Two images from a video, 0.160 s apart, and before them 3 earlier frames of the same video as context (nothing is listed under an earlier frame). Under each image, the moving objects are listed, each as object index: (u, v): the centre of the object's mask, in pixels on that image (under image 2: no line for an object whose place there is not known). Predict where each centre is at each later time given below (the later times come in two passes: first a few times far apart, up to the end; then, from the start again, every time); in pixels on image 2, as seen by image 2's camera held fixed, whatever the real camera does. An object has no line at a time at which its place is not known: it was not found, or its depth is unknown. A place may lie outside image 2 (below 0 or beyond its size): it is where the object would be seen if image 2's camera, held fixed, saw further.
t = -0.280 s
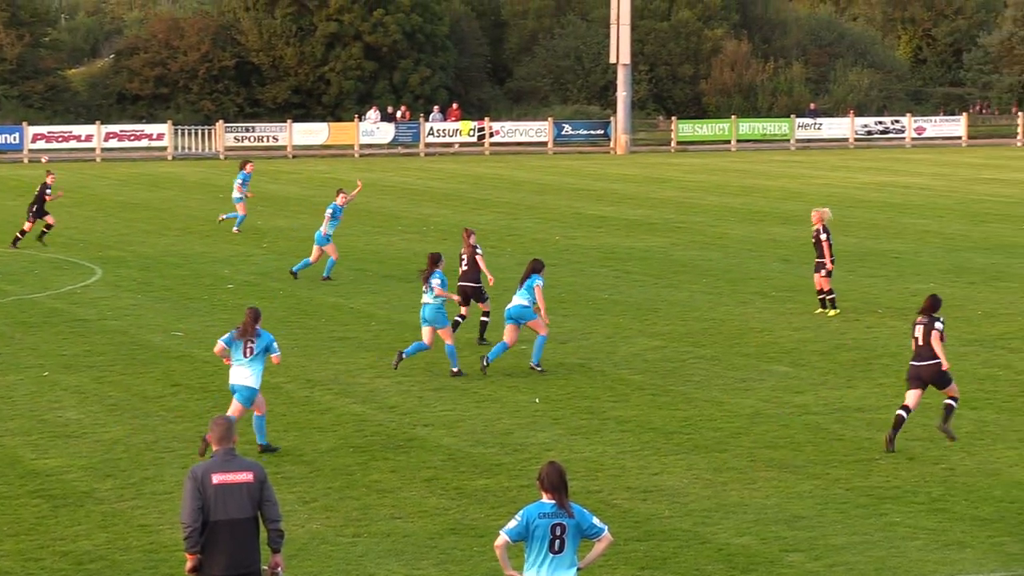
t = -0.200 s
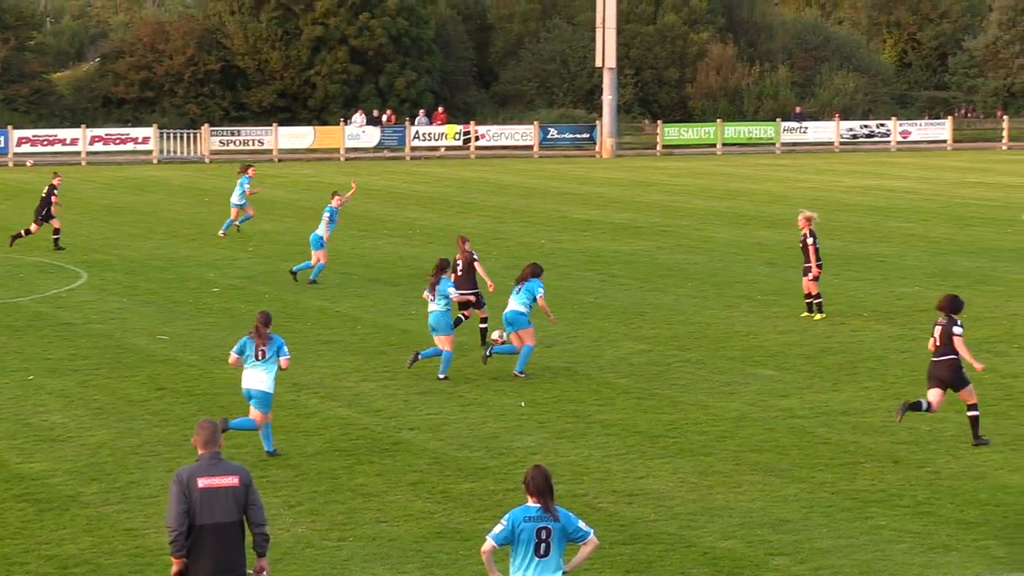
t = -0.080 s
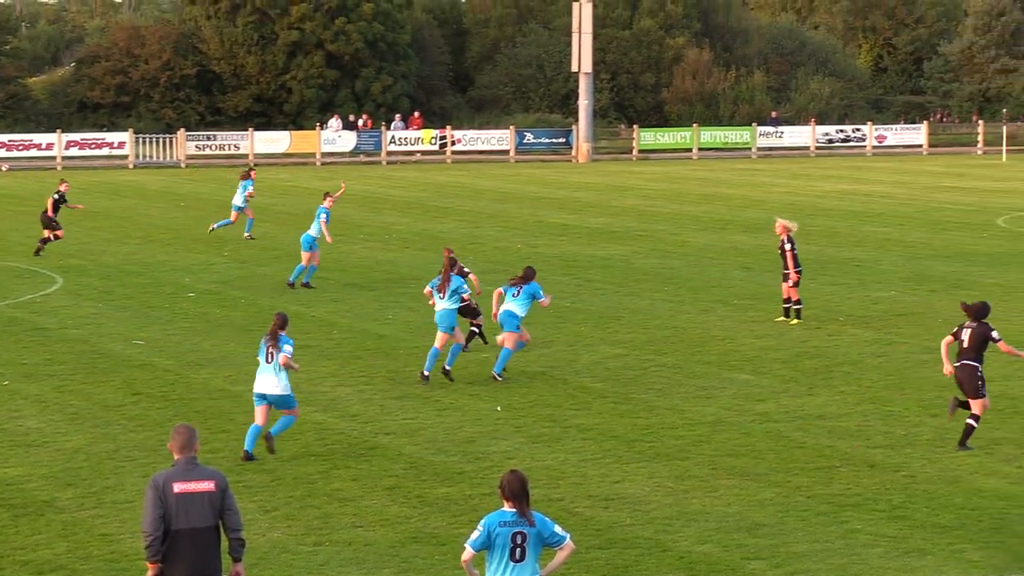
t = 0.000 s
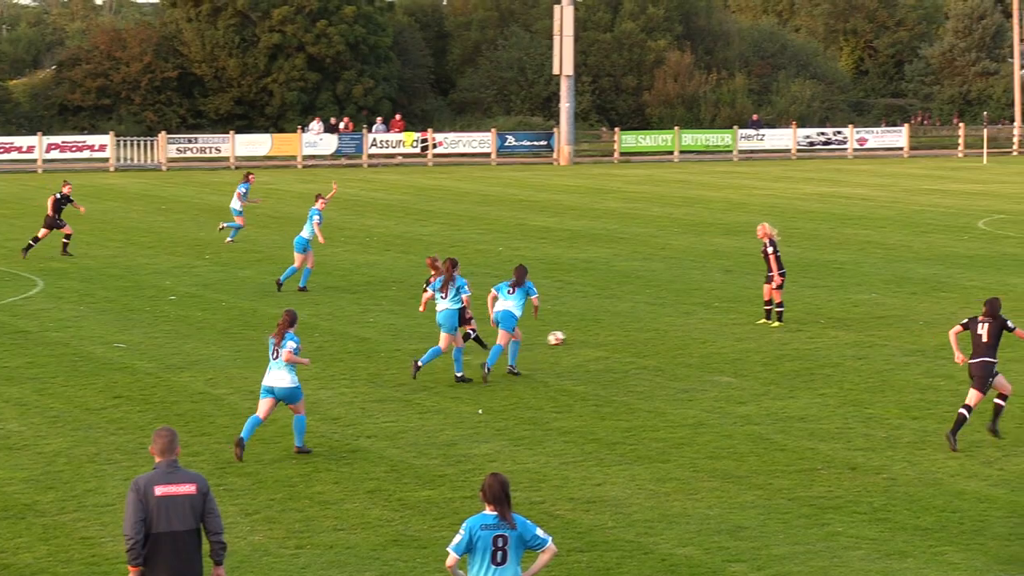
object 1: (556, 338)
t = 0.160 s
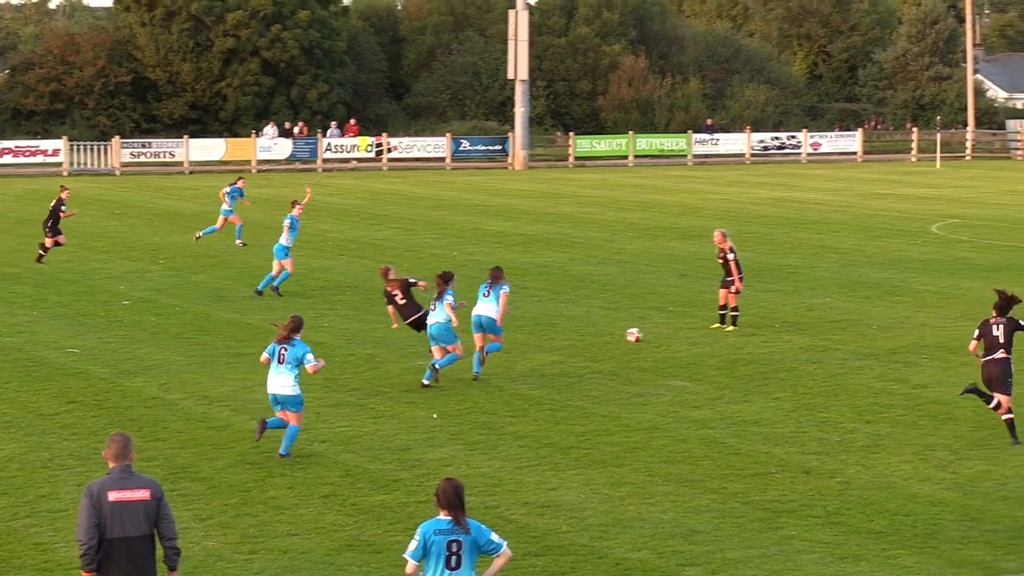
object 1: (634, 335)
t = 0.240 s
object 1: (687, 331)
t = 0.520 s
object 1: (844, 322)
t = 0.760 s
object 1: (945, 316)
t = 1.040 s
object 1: (1051, 313)
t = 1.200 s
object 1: (1115, 313)
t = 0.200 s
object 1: (661, 333)
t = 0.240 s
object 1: (687, 331)
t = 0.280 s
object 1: (712, 329)
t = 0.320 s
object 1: (738, 329)
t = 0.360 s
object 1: (762, 328)
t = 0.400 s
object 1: (783, 326)
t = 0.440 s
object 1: (804, 323)
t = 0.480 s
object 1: (824, 322)
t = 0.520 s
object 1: (844, 322)
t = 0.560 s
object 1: (863, 321)
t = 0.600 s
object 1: (881, 321)
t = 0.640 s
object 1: (898, 320)
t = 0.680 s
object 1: (914, 318)
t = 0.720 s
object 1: (929, 317)
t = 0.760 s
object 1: (945, 316)
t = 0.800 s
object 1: (961, 317)
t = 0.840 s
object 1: (976, 316)
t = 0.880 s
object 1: (991, 315)
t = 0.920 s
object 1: (1005, 314)
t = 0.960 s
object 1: (1021, 313)
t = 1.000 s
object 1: (1035, 313)
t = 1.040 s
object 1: (1051, 313)
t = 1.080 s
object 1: (1067, 313)
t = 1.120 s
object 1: (1083, 313)
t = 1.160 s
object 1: (1099, 313)
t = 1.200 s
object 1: (1115, 313)
